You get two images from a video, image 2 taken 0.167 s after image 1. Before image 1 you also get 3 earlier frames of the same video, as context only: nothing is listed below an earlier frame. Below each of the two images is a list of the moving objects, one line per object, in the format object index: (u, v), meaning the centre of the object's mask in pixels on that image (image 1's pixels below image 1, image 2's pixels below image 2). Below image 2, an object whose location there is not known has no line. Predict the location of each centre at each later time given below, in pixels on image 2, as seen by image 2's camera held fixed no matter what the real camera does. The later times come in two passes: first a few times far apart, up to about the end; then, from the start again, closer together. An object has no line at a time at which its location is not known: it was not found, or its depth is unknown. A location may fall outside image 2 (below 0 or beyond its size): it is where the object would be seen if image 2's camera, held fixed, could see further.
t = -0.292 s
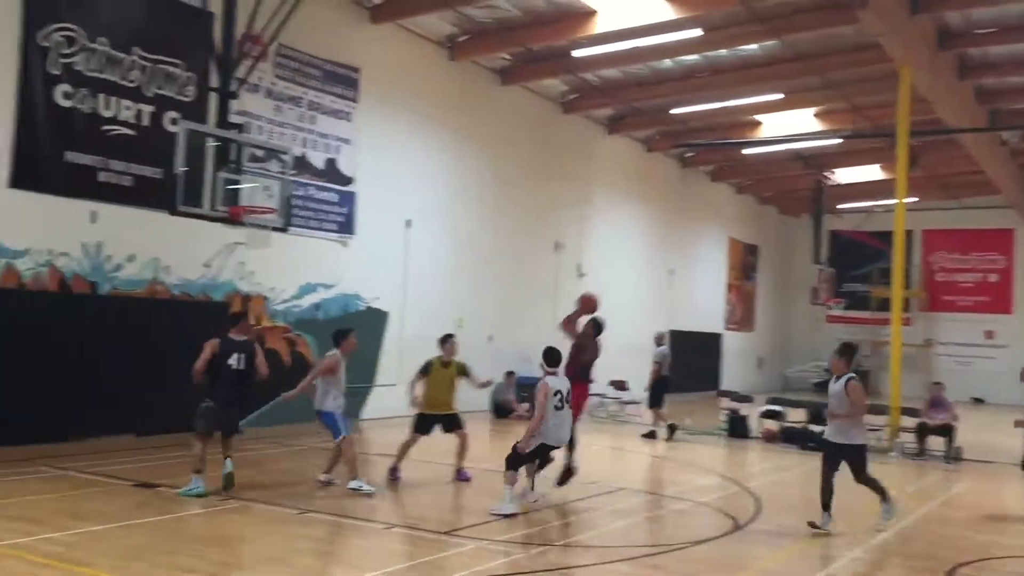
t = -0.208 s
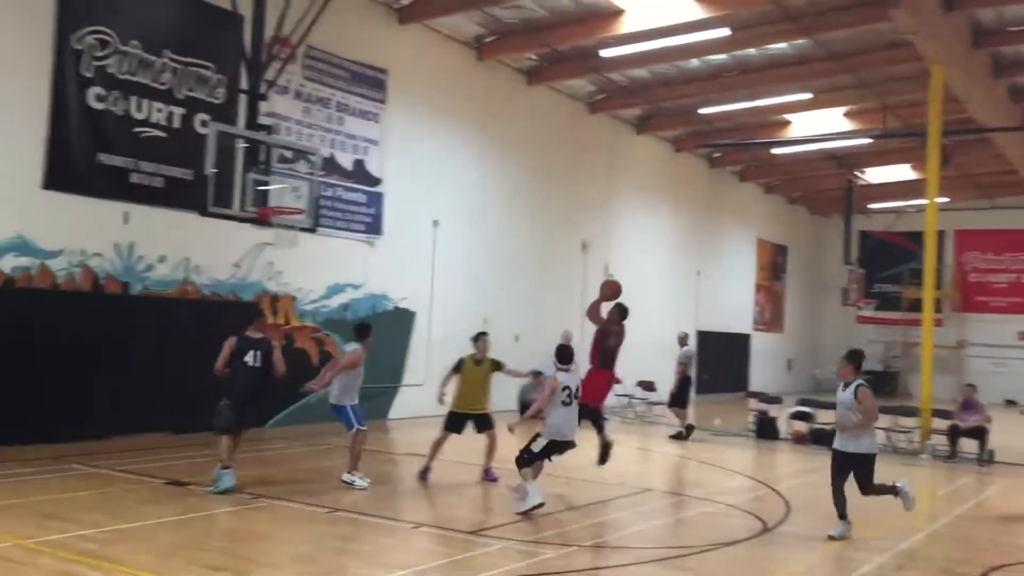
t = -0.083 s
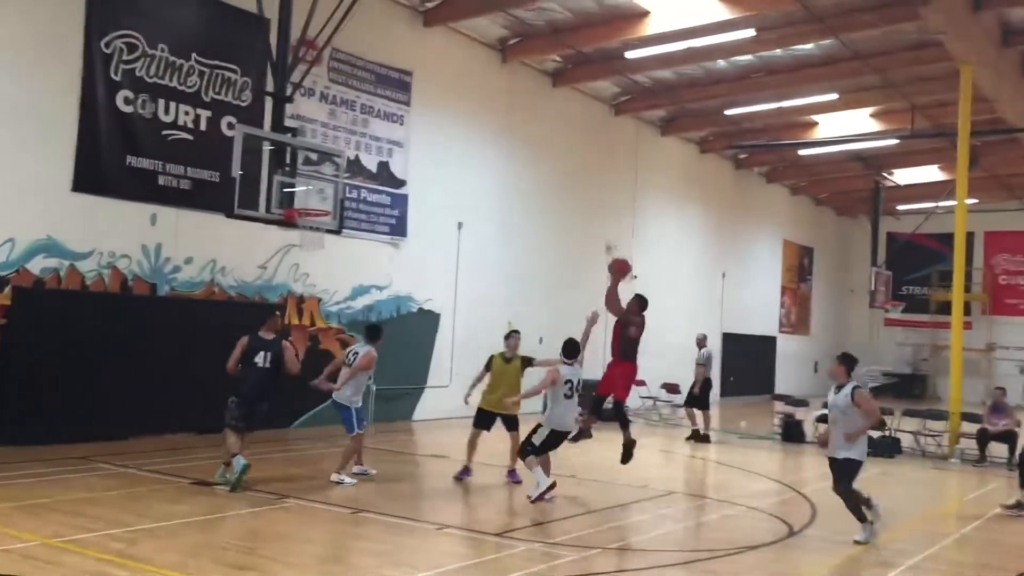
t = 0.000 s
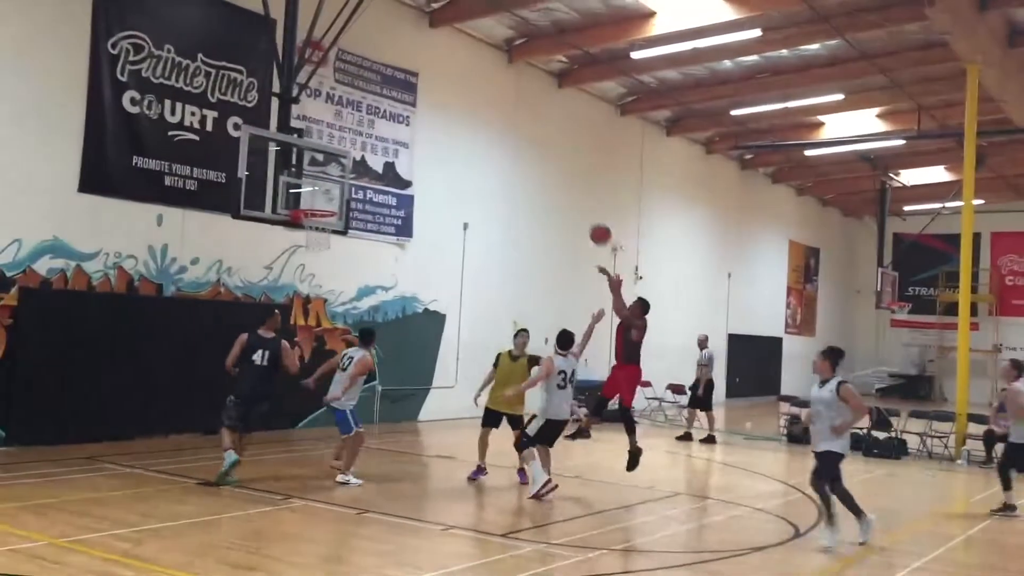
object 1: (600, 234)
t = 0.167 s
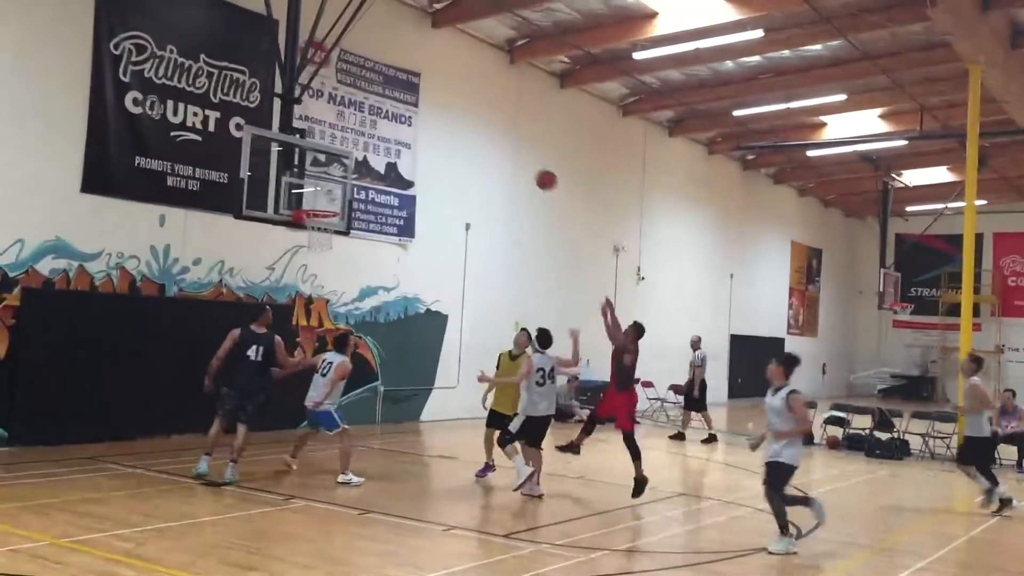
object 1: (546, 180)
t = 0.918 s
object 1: (317, 212)
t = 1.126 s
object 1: (314, 222)
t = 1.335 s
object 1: (332, 227)
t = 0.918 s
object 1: (317, 212)
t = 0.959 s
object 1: (308, 215)
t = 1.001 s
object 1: (305, 218)
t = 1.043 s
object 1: (306, 219)
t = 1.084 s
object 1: (308, 219)
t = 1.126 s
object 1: (314, 222)
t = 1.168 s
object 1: (316, 221)
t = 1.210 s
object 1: (313, 218)
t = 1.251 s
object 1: (317, 220)
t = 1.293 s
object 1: (322, 223)
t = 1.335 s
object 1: (332, 227)
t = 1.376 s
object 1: (332, 230)
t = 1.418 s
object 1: (331, 233)
